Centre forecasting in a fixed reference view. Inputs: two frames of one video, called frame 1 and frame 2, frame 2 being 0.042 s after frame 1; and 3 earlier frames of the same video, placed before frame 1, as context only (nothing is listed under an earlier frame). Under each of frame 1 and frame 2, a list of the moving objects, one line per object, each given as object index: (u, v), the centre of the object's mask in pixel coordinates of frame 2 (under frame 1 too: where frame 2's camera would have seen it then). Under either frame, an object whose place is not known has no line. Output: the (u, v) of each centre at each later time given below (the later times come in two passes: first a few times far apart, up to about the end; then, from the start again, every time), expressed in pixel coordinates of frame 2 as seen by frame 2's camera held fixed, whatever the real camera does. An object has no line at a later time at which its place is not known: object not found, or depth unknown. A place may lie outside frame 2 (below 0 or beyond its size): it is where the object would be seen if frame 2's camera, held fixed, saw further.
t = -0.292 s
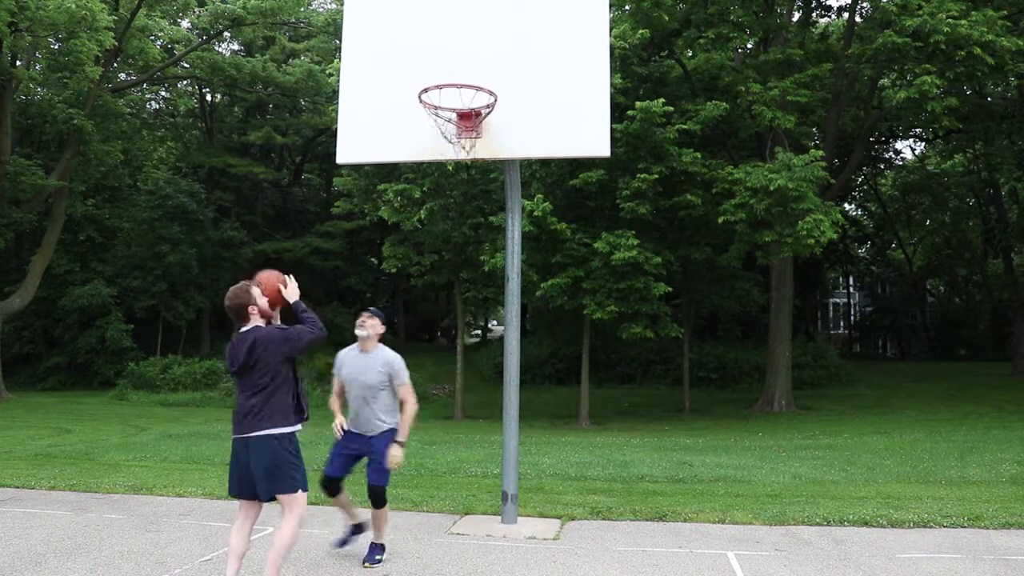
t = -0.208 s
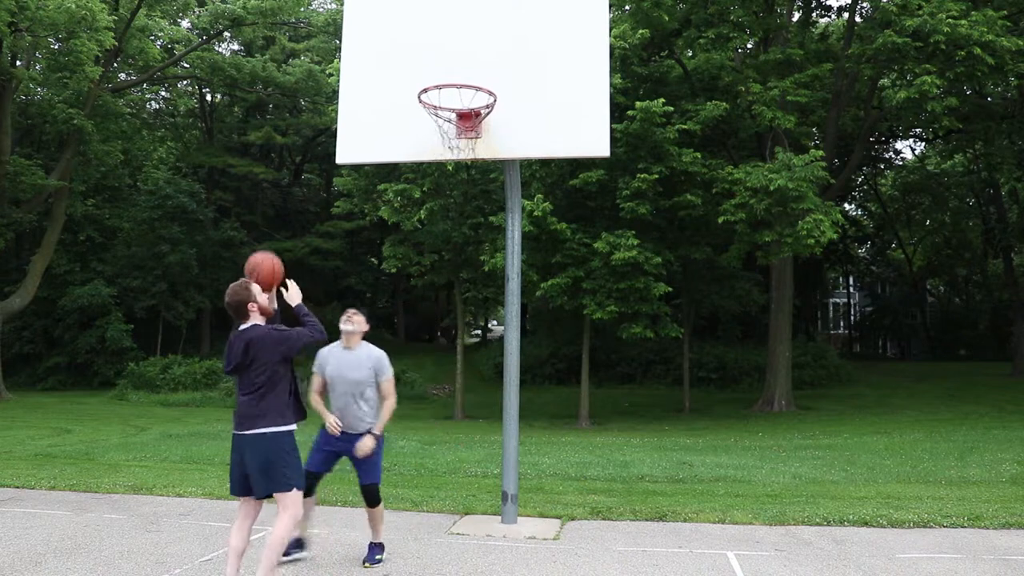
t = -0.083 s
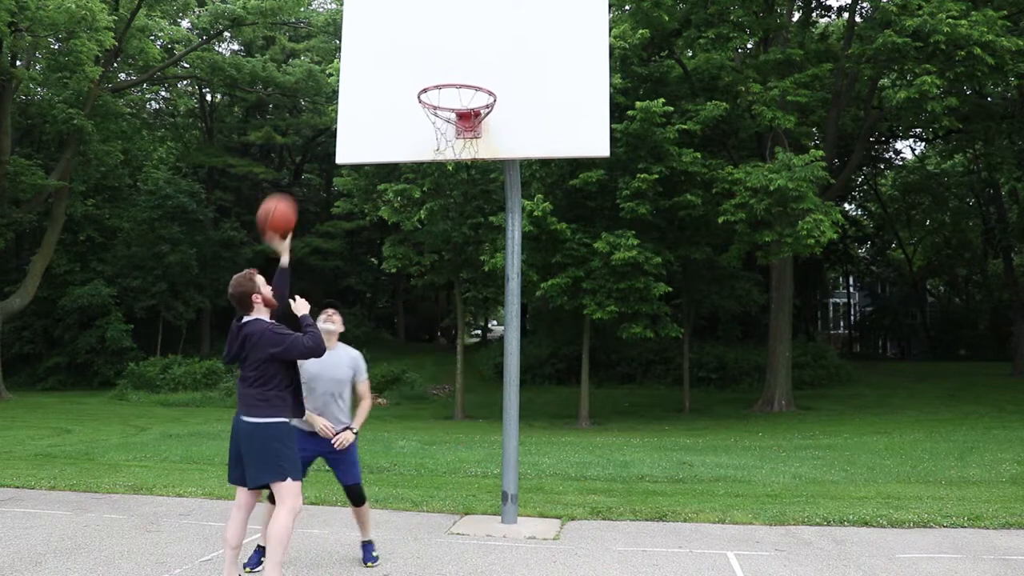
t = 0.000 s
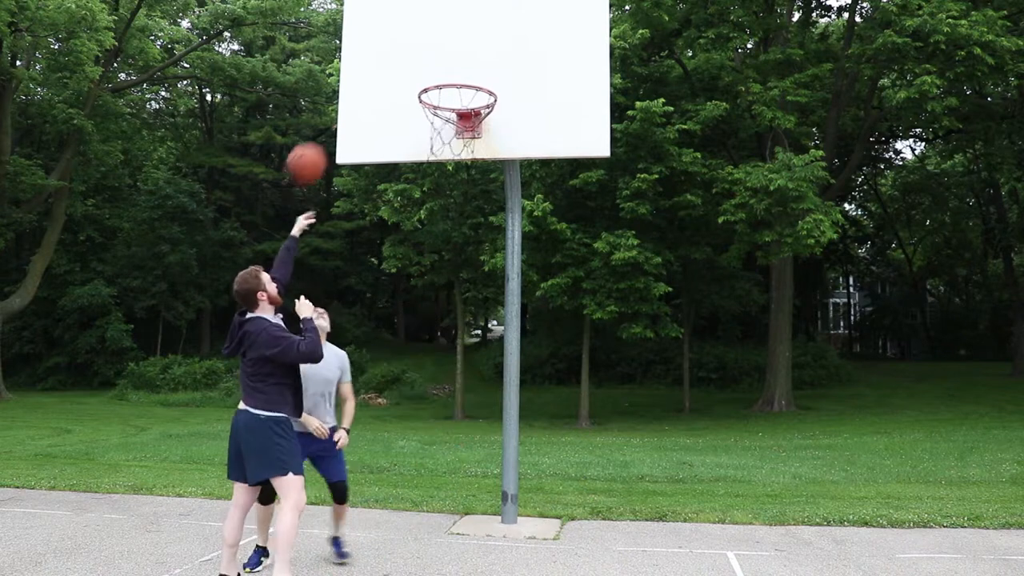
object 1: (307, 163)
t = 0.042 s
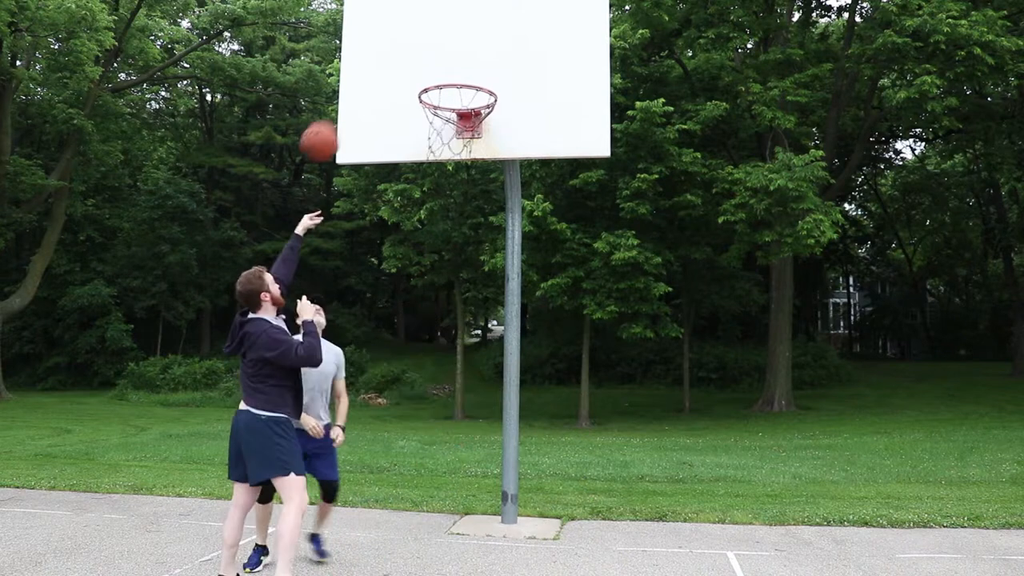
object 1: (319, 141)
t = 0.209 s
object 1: (375, 85)
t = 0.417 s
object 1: (427, 69)
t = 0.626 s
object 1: (453, 101)
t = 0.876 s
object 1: (468, 131)
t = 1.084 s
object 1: (463, 198)
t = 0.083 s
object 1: (333, 123)
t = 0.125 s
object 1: (348, 108)
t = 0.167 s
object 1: (362, 95)
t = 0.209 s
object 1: (375, 85)
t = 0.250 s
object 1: (388, 78)
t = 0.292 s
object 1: (401, 73)
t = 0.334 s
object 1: (413, 70)
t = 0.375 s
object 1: (423, 70)
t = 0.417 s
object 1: (427, 69)
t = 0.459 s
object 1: (432, 71)
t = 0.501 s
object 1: (436, 73)
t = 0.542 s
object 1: (441, 83)
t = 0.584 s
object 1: (447, 92)
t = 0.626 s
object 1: (453, 101)
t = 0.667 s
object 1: (459, 106)
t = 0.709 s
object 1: (465, 116)
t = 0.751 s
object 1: (469, 123)
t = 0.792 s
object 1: (470, 125)
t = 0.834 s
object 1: (469, 127)
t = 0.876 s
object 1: (468, 131)
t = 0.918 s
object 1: (467, 139)
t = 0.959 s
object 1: (467, 148)
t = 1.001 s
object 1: (465, 162)
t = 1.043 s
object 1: (464, 179)
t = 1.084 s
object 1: (463, 198)
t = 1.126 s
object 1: (462, 220)
